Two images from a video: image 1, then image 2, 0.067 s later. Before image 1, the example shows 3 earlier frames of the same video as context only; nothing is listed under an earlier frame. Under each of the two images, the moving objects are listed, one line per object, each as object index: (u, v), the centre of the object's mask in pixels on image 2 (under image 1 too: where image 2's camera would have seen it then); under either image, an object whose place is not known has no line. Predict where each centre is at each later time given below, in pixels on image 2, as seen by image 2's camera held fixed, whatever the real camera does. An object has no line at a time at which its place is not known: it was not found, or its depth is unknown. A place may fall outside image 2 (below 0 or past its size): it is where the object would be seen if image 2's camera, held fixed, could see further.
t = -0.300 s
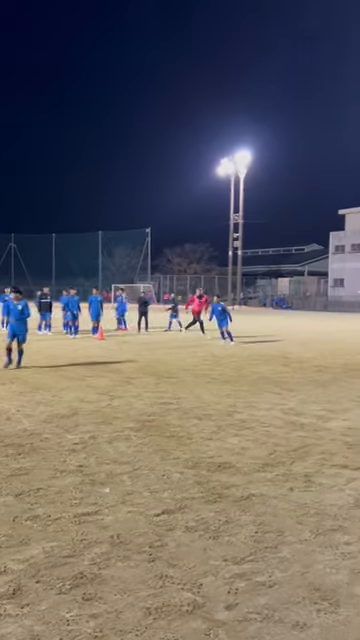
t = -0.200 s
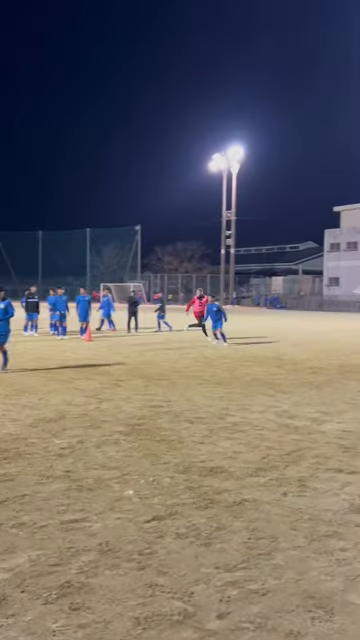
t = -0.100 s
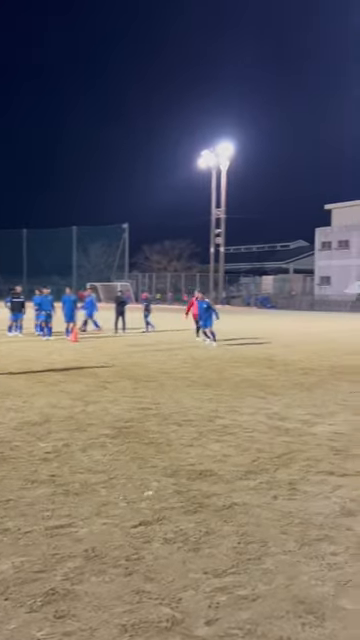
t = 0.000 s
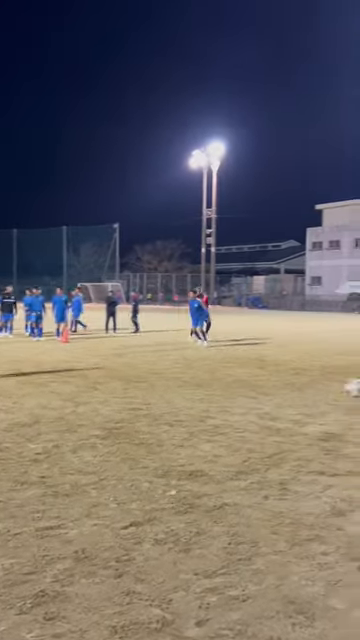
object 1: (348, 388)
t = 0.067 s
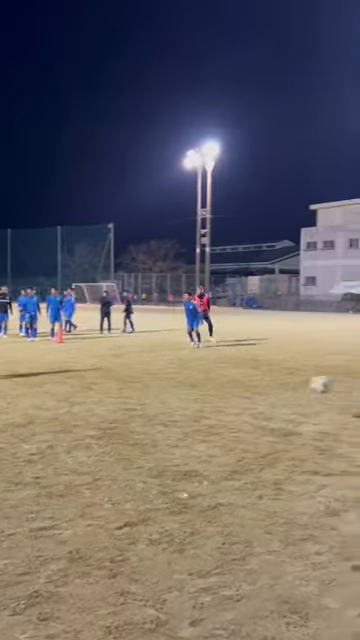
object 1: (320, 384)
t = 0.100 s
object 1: (306, 383)
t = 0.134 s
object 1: (290, 382)
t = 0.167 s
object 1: (272, 381)
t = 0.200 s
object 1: (255, 381)
